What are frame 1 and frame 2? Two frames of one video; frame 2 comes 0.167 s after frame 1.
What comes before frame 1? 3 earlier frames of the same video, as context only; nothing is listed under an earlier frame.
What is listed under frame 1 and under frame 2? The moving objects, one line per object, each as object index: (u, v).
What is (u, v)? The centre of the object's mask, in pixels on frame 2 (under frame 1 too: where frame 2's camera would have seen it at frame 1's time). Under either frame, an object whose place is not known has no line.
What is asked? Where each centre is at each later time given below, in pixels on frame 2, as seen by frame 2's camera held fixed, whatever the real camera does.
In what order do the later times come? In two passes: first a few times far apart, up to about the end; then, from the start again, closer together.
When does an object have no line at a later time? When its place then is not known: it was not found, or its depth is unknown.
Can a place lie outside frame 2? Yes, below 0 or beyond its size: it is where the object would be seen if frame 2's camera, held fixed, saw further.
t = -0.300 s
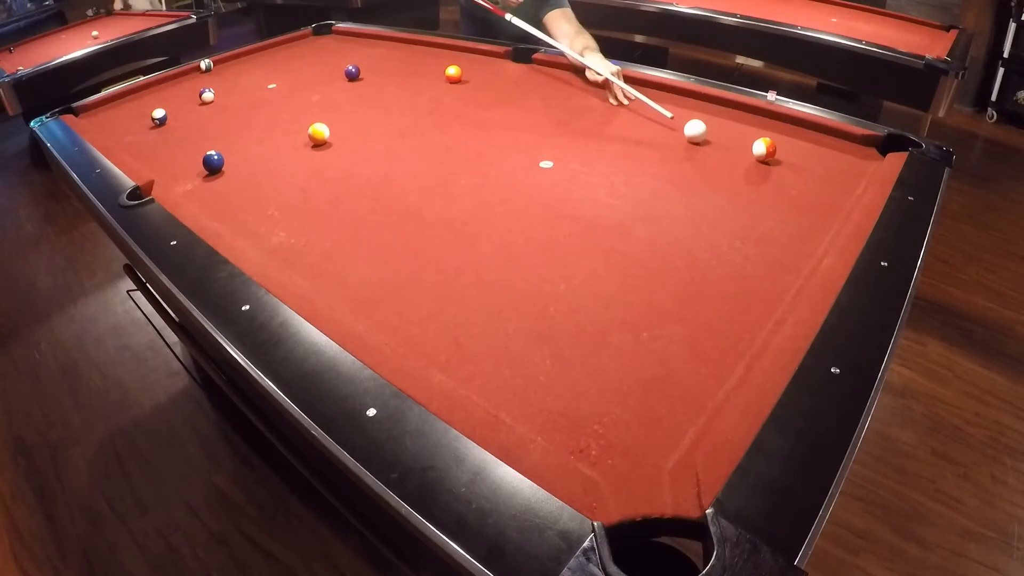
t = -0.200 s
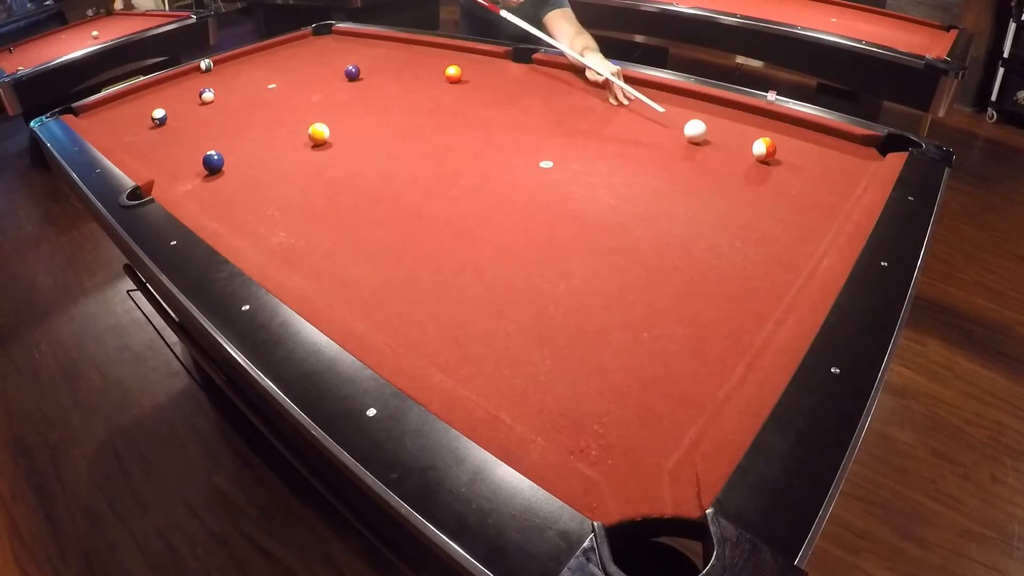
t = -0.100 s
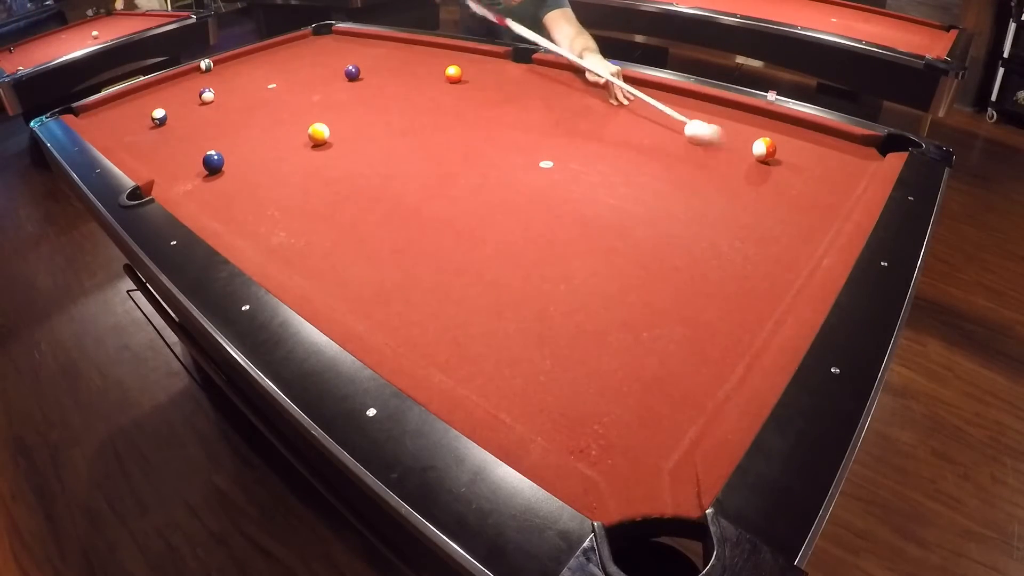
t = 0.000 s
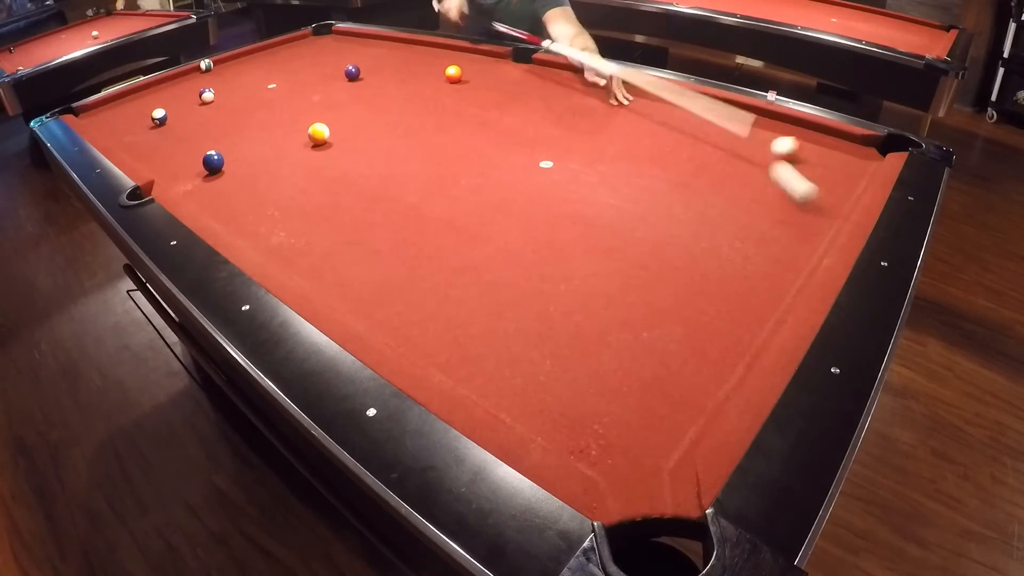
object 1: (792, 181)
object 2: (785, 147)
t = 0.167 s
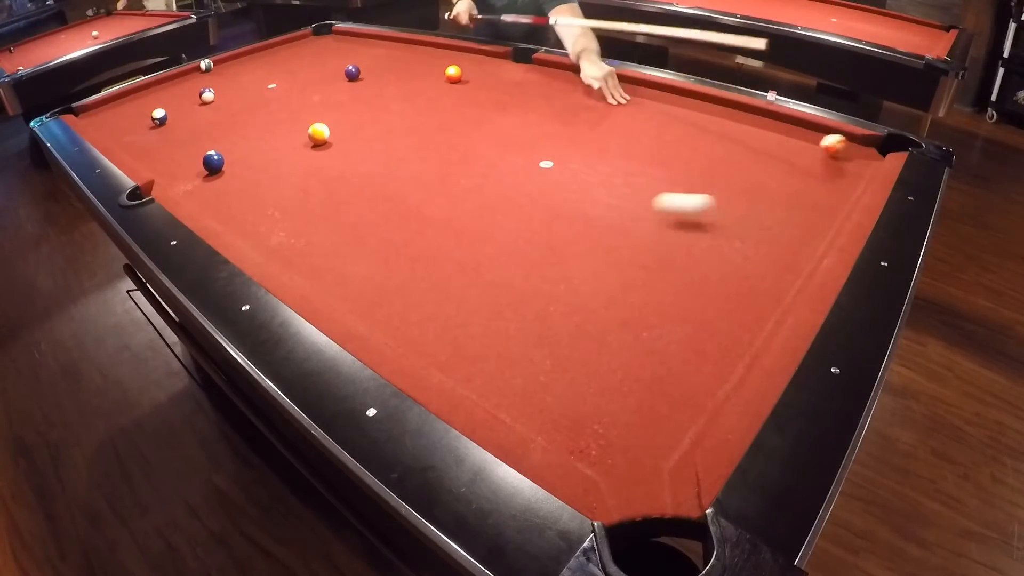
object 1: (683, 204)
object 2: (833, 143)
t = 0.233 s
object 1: (601, 200)
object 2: (849, 144)
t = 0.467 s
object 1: (353, 203)
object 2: (895, 149)
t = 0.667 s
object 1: (217, 201)
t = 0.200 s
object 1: (642, 202)
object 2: (843, 145)
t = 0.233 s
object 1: (601, 200)
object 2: (849, 144)
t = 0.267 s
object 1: (561, 198)
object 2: (858, 144)
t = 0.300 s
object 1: (523, 198)
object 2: (867, 144)
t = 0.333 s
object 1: (486, 198)
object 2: (873, 144)
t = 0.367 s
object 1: (450, 197)
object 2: (880, 143)
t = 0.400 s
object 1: (416, 201)
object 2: (886, 144)
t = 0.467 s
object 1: (353, 203)
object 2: (895, 149)
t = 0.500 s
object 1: (324, 204)
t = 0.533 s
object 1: (297, 205)
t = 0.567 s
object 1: (270, 205)
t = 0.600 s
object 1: (243, 209)
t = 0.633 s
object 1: (221, 210)
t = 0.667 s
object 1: (217, 201)
